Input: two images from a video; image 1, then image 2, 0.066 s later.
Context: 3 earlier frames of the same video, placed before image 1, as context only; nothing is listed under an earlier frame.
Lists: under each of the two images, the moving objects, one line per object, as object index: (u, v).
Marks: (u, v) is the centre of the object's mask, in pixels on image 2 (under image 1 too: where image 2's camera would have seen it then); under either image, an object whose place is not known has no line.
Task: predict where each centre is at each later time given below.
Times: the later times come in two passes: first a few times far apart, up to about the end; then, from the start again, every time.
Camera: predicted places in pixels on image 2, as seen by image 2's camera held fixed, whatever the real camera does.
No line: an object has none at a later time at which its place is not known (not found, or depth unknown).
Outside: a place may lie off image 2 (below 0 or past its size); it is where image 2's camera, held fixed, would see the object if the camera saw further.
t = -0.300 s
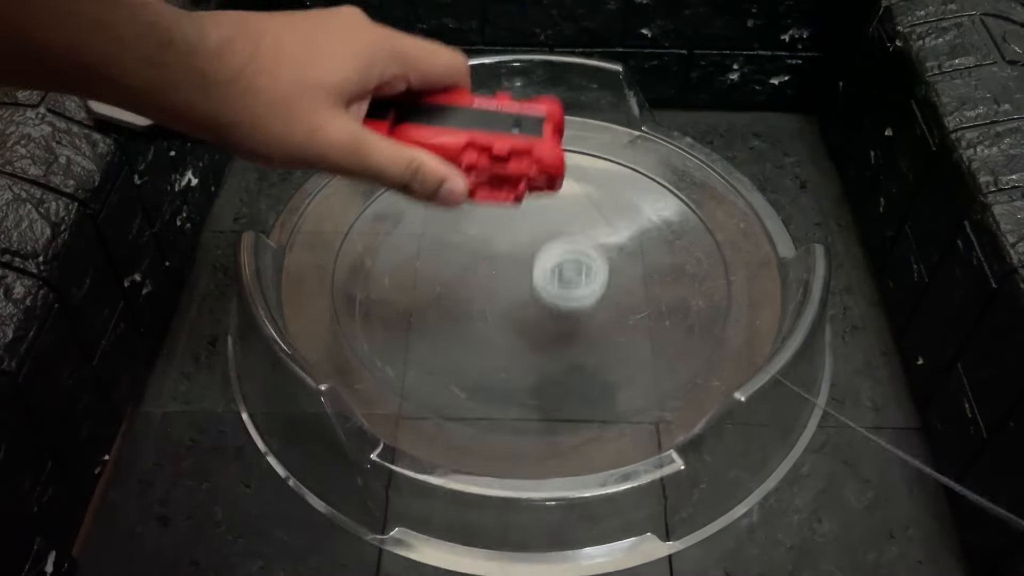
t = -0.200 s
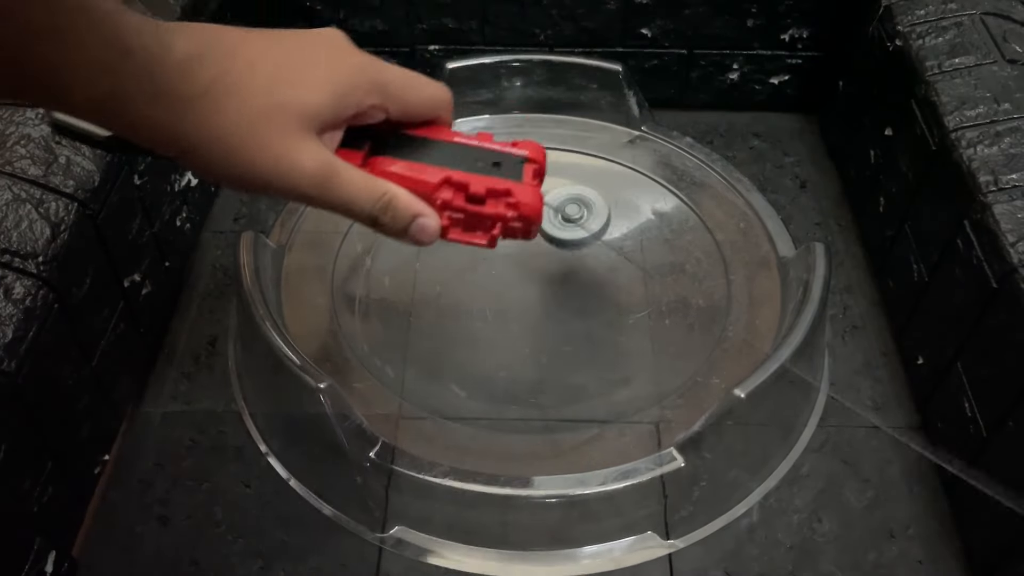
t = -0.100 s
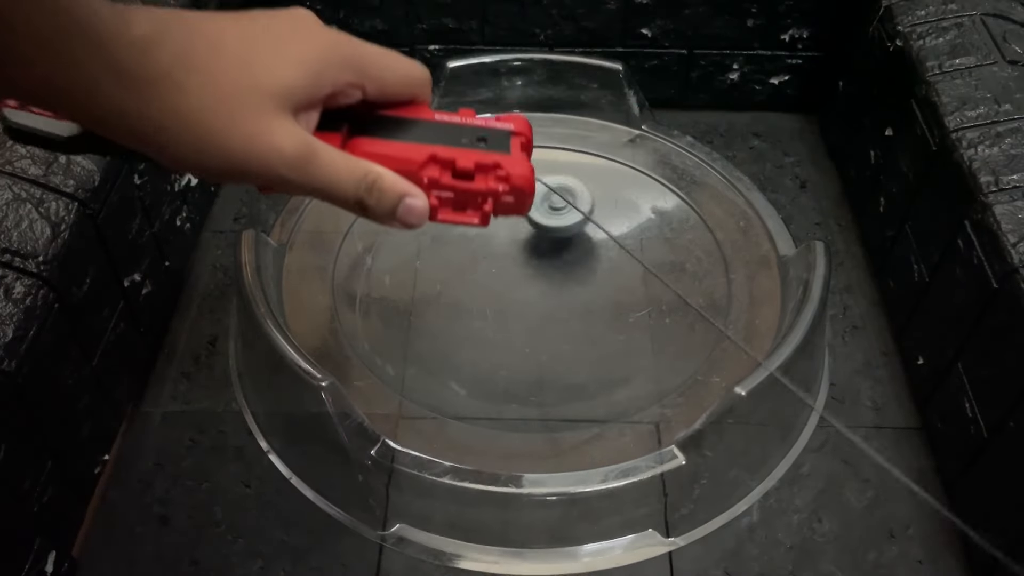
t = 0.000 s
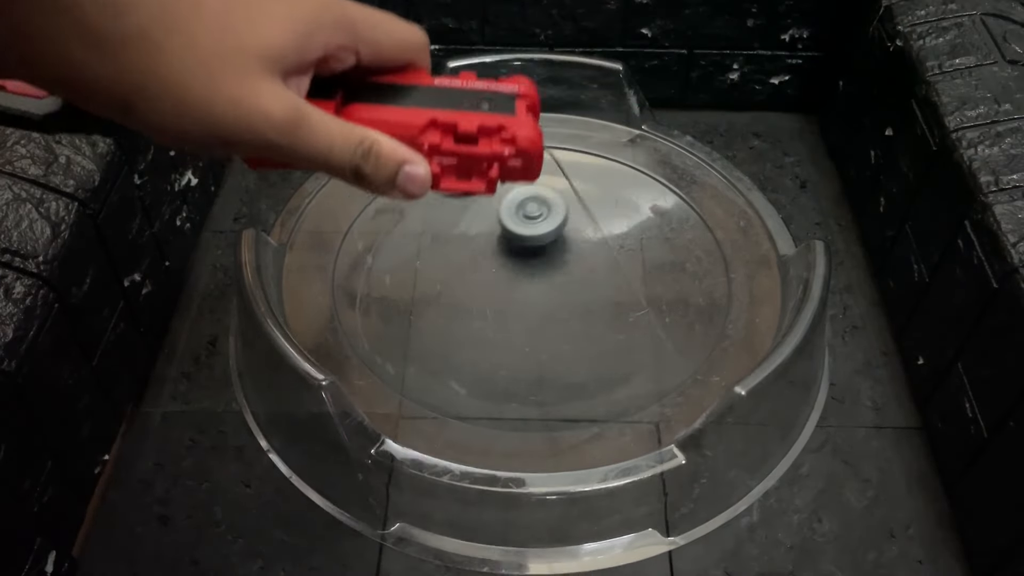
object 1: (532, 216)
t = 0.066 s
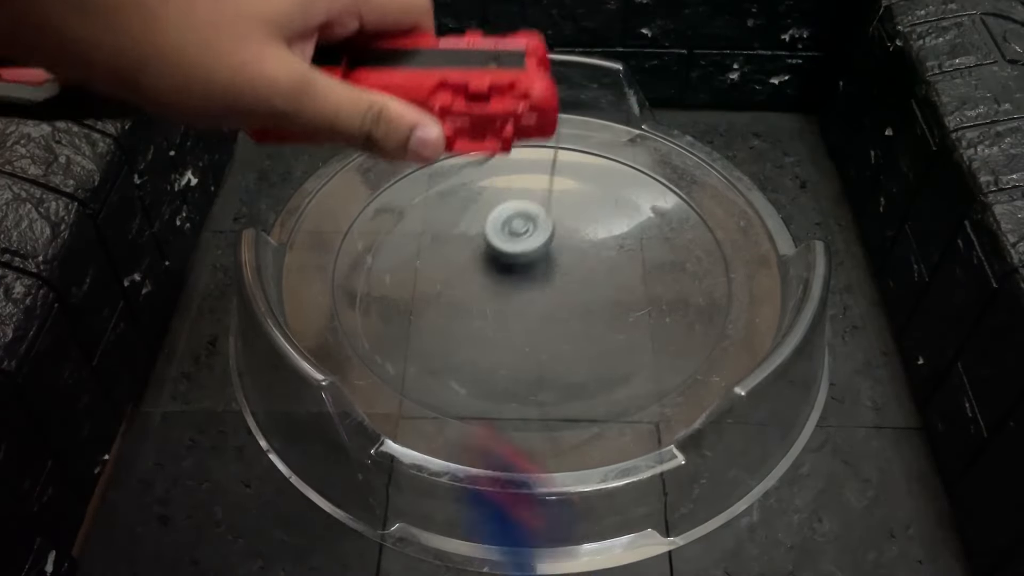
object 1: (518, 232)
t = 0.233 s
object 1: (523, 301)
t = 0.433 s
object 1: (669, 340)
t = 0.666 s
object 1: (746, 246)
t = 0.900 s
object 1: (644, 194)
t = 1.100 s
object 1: (469, 226)
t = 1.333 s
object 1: (443, 397)
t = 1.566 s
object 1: (664, 386)
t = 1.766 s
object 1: (649, 271)
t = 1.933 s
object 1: (514, 220)
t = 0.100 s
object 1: (513, 244)
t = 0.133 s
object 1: (510, 258)
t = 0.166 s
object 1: (511, 272)
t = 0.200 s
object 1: (515, 286)
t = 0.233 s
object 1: (523, 301)
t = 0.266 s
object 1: (537, 316)
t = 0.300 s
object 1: (556, 328)
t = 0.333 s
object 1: (580, 337)
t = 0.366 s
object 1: (609, 343)
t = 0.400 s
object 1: (638, 343)
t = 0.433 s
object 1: (669, 340)
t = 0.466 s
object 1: (697, 332)
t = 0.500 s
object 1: (719, 316)
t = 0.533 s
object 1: (733, 299)
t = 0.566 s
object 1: (742, 284)
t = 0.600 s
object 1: (747, 269)
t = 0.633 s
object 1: (748, 257)
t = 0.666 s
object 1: (746, 246)
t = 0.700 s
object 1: (741, 235)
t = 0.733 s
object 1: (732, 226)
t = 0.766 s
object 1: (722, 217)
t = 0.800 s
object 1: (708, 210)
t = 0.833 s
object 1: (690, 204)
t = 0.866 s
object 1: (668, 200)
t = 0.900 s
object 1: (644, 194)
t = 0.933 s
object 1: (616, 192)
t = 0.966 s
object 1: (587, 192)
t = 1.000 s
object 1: (559, 194)
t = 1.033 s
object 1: (531, 202)
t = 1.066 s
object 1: (498, 213)
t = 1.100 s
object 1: (469, 226)
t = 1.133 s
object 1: (445, 245)
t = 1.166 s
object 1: (425, 267)
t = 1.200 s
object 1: (411, 292)
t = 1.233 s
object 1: (405, 319)
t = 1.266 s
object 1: (408, 347)
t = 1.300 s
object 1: (420, 375)
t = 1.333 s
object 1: (443, 397)
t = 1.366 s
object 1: (471, 422)
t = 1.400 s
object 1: (505, 442)
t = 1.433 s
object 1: (542, 445)
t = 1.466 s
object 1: (587, 438)
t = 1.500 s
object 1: (624, 430)
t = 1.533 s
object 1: (653, 408)
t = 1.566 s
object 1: (664, 386)
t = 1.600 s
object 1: (671, 370)
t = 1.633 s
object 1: (676, 346)
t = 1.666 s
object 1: (677, 328)
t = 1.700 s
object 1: (672, 309)
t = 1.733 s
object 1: (664, 289)
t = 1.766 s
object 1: (649, 271)
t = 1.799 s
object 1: (630, 255)
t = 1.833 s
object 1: (608, 246)
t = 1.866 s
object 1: (580, 231)
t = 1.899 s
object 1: (549, 224)
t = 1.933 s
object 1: (514, 220)
